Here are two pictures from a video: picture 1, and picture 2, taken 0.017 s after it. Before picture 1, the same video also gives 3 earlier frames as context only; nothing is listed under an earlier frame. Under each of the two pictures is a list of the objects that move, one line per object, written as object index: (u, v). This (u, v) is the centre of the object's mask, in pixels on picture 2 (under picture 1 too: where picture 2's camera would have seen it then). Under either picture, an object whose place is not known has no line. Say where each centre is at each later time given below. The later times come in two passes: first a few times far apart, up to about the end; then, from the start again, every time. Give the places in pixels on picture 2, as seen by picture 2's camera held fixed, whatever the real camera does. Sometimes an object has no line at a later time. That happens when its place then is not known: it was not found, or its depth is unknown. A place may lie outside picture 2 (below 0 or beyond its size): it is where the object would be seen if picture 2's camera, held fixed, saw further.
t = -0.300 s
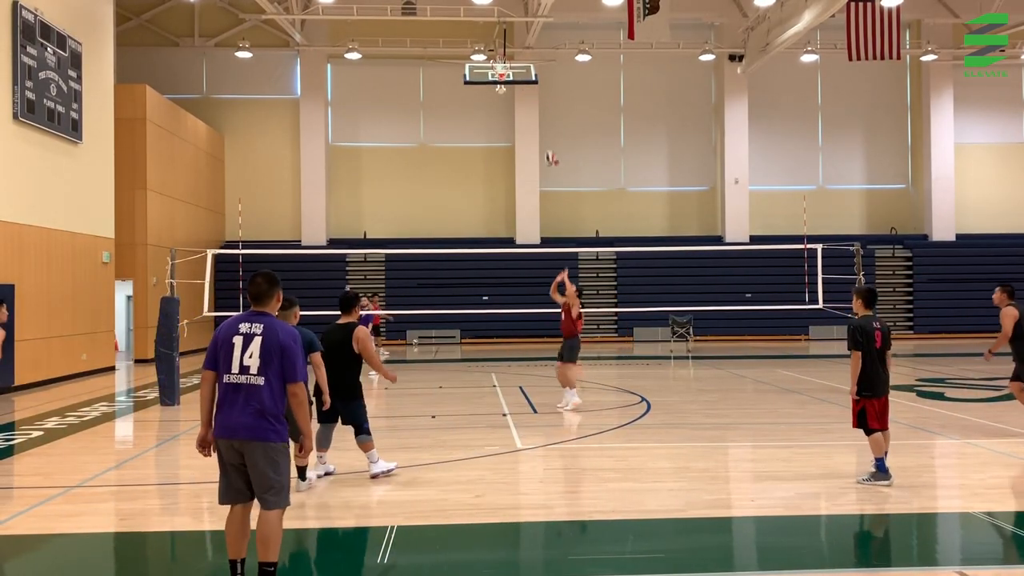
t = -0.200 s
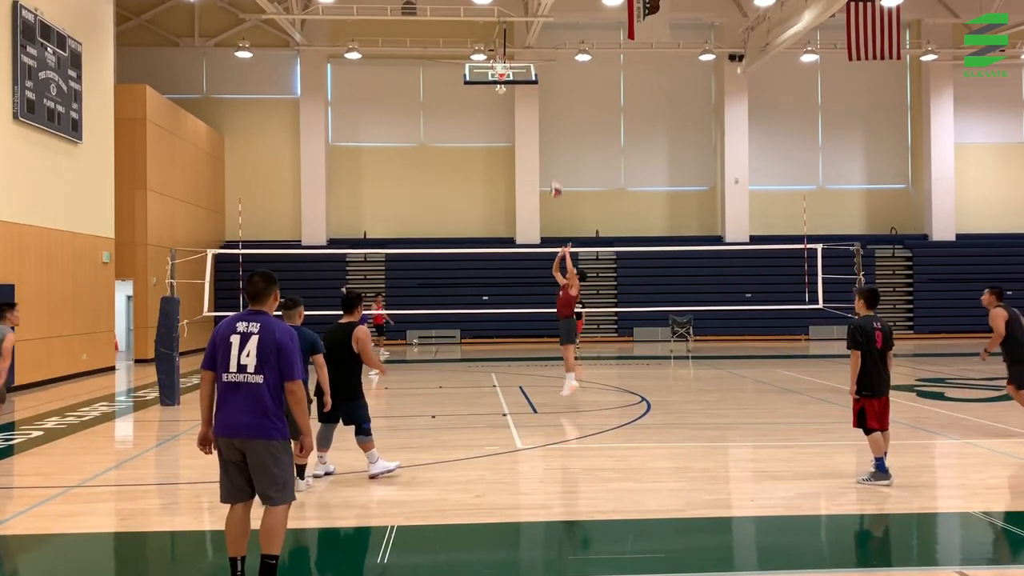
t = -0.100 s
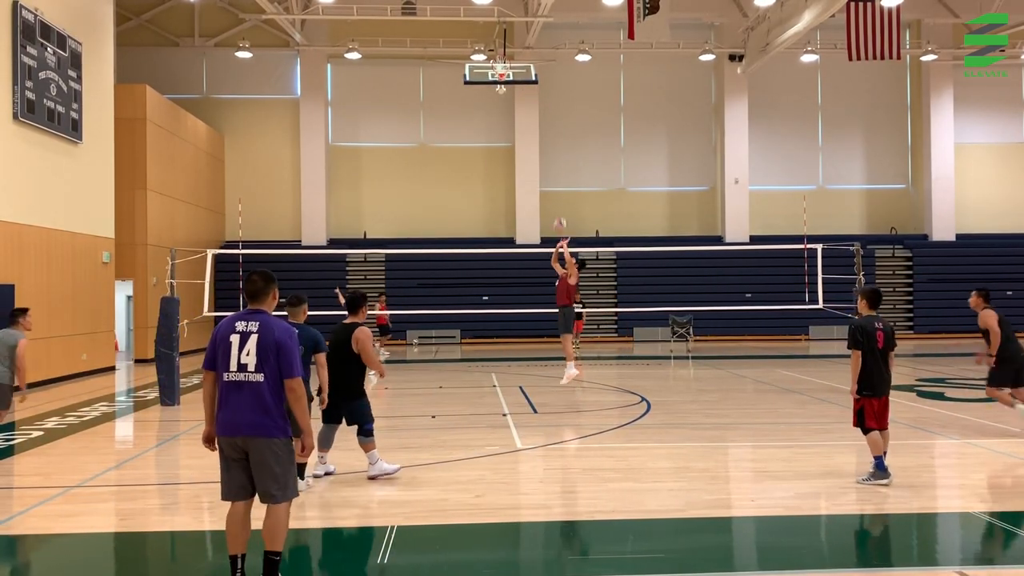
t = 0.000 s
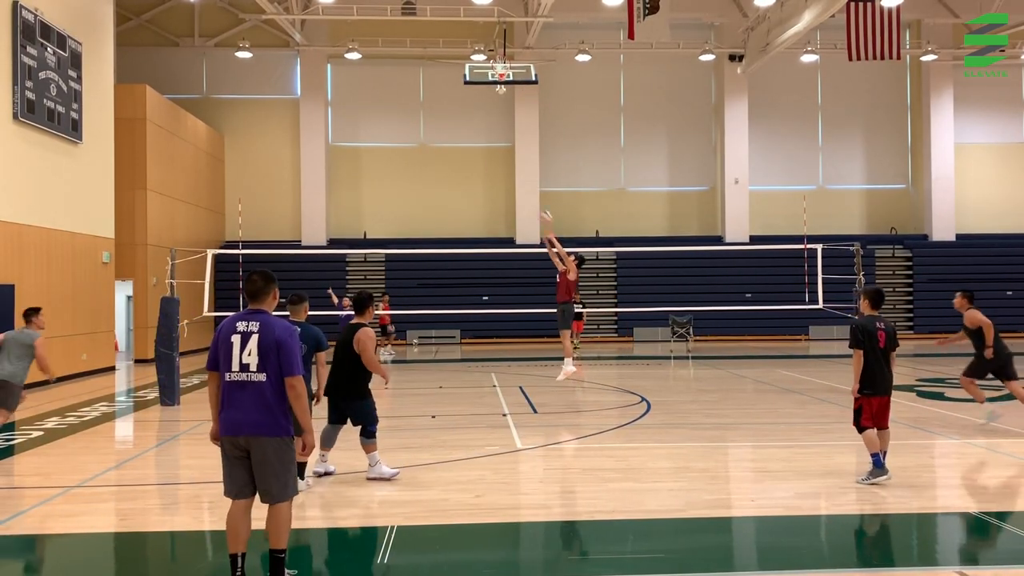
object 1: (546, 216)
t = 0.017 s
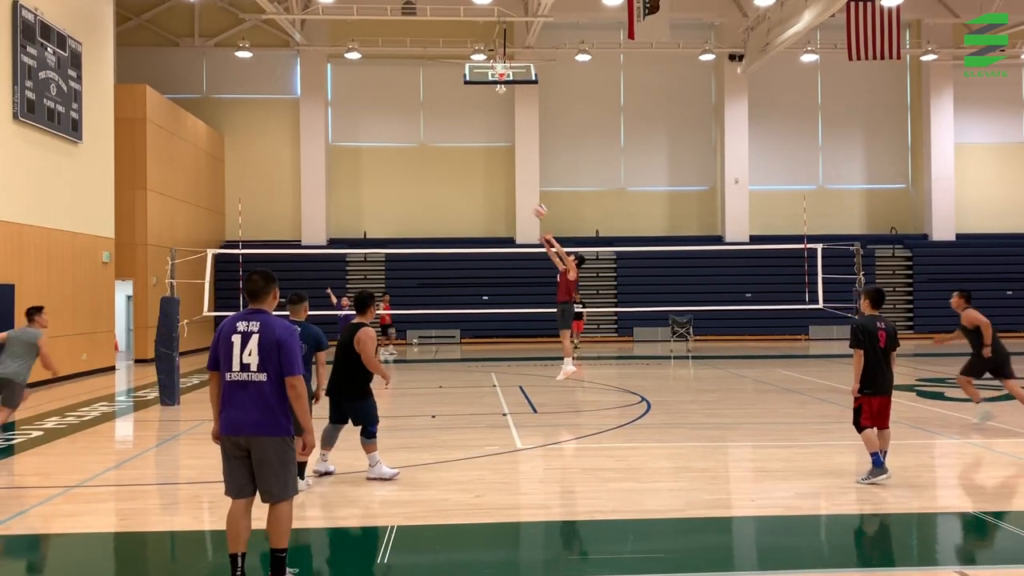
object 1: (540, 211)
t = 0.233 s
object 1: (475, 146)
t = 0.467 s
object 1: (408, 112)
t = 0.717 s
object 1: (340, 117)
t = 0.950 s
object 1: (280, 158)
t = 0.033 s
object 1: (535, 206)
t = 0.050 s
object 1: (530, 200)
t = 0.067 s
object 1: (525, 194)
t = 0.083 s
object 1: (520, 188)
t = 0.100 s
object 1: (515, 183)
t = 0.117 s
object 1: (510, 177)
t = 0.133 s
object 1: (505, 172)
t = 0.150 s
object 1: (500, 167)
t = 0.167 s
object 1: (495, 162)
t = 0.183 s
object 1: (490, 158)
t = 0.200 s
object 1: (485, 154)
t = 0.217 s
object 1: (480, 150)
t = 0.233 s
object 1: (475, 146)
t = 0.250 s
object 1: (471, 143)
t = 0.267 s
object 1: (466, 139)
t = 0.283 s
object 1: (461, 136)
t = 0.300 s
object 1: (456, 133)
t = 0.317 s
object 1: (451, 130)
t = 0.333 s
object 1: (445, 127)
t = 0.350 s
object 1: (441, 125)
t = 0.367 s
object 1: (436, 122)
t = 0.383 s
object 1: (431, 120)
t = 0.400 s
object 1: (427, 118)
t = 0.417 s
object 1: (422, 117)
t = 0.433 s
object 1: (417, 115)
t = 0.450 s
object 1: (412, 114)
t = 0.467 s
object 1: (408, 112)
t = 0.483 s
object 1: (403, 111)
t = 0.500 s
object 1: (399, 110)
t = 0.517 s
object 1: (394, 110)
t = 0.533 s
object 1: (389, 110)
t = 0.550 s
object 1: (385, 110)
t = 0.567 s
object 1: (380, 109)
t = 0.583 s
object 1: (376, 110)
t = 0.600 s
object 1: (371, 110)
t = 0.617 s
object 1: (367, 110)
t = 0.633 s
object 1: (362, 111)
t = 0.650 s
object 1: (358, 112)
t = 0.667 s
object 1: (353, 113)
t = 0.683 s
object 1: (349, 114)
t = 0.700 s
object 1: (344, 116)
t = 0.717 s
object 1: (340, 117)
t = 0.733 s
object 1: (336, 118)
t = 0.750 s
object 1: (332, 121)
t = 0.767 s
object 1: (327, 123)
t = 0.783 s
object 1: (321, 125)
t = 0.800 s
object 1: (317, 128)
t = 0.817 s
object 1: (314, 131)
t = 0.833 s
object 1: (310, 134)
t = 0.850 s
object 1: (305, 136)
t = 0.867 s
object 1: (301, 140)
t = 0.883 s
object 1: (296, 143)
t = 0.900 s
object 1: (292, 146)
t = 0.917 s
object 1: (288, 150)
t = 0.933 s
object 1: (284, 154)
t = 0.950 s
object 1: (280, 158)
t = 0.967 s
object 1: (276, 163)
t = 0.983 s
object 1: (272, 167)
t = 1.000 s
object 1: (267, 171)
